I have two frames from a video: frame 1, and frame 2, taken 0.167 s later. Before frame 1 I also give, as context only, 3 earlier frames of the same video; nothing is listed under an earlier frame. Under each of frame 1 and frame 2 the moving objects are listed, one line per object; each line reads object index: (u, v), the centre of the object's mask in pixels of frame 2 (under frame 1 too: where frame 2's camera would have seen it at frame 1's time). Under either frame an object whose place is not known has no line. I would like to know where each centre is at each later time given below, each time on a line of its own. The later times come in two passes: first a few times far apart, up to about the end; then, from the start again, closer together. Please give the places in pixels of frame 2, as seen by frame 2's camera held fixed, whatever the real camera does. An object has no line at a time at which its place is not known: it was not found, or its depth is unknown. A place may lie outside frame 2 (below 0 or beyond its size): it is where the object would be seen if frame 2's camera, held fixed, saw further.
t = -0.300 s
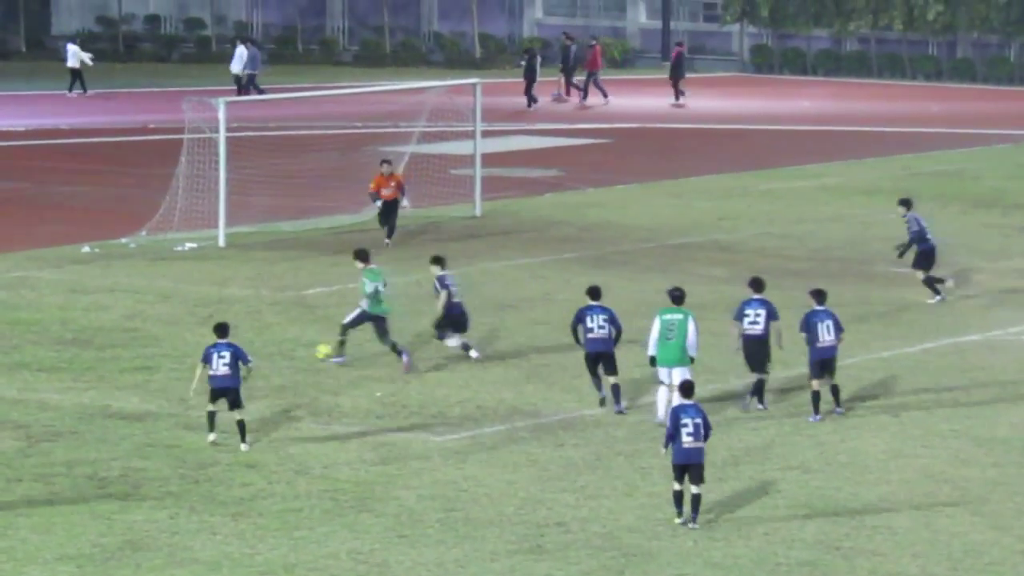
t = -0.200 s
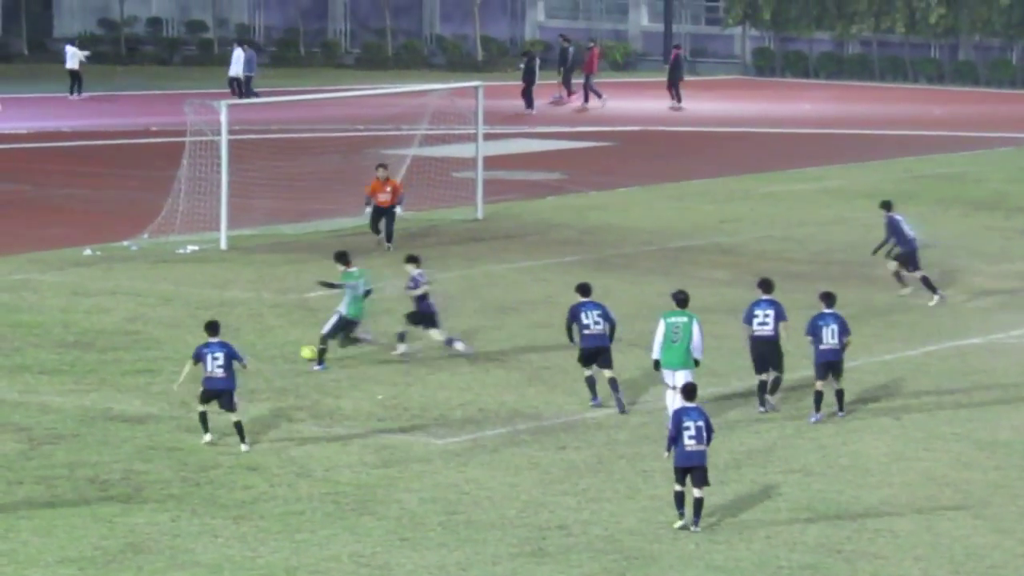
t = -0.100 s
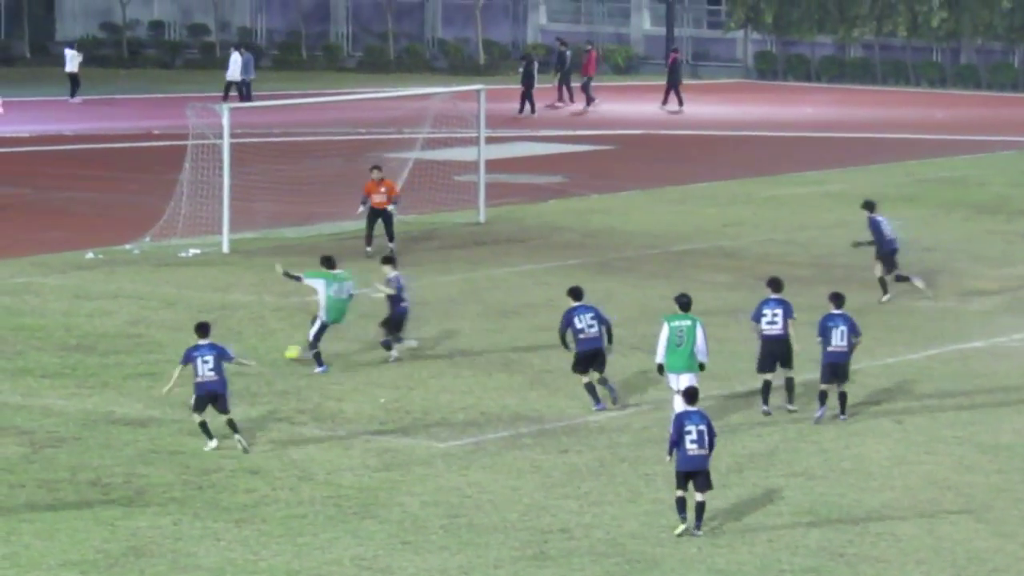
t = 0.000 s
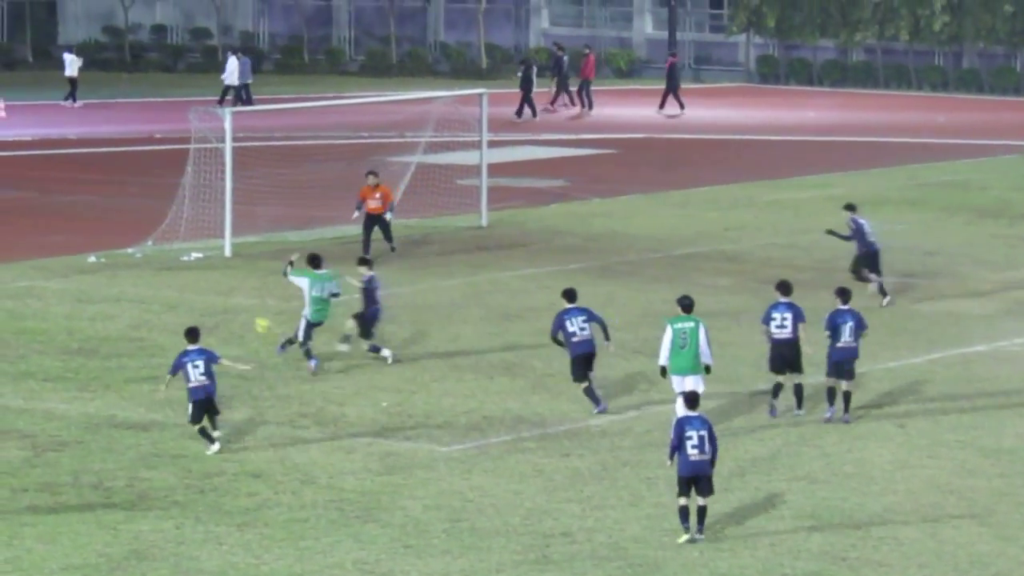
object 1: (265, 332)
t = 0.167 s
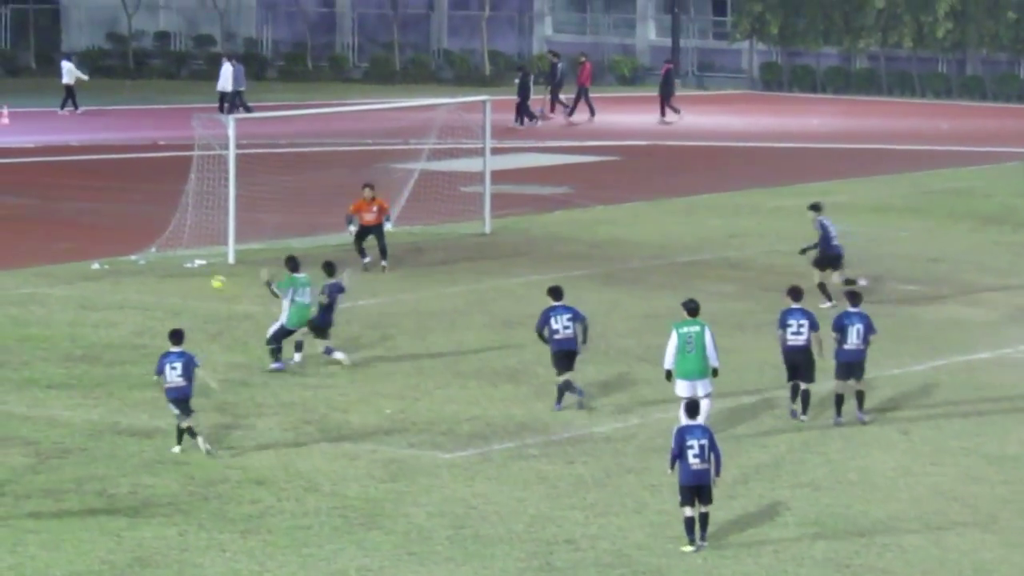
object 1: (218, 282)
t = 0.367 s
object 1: (179, 247)
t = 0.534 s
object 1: (156, 236)
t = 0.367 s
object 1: (179, 247)
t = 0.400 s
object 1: (173, 243)
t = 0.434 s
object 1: (168, 241)
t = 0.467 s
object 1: (164, 238)
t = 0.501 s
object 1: (160, 237)
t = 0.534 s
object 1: (156, 236)
